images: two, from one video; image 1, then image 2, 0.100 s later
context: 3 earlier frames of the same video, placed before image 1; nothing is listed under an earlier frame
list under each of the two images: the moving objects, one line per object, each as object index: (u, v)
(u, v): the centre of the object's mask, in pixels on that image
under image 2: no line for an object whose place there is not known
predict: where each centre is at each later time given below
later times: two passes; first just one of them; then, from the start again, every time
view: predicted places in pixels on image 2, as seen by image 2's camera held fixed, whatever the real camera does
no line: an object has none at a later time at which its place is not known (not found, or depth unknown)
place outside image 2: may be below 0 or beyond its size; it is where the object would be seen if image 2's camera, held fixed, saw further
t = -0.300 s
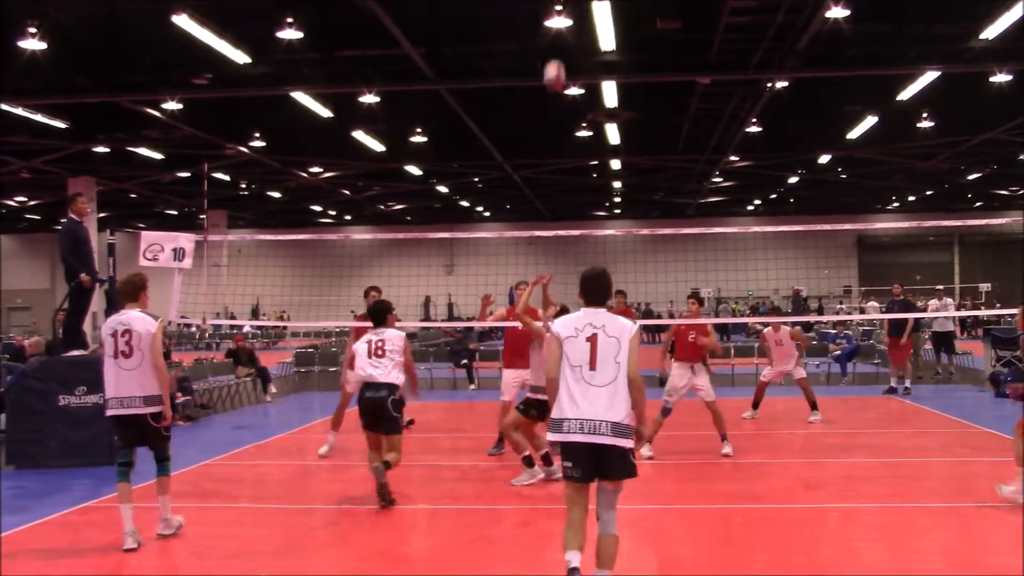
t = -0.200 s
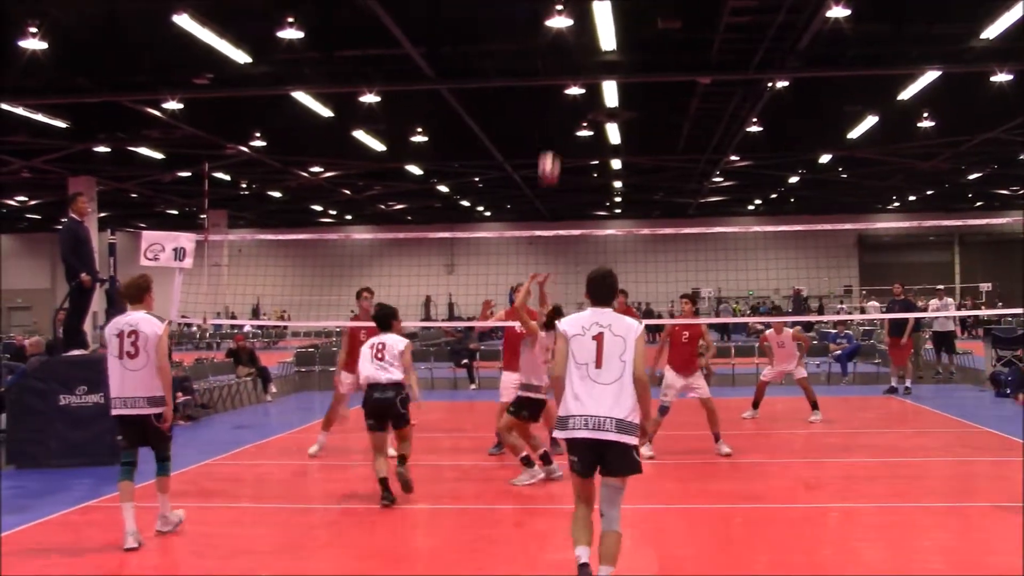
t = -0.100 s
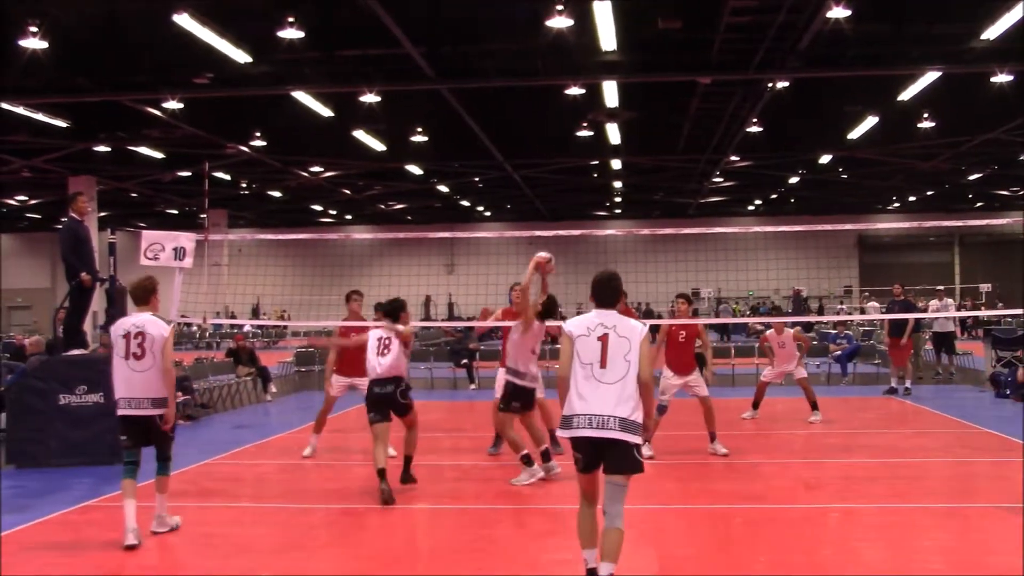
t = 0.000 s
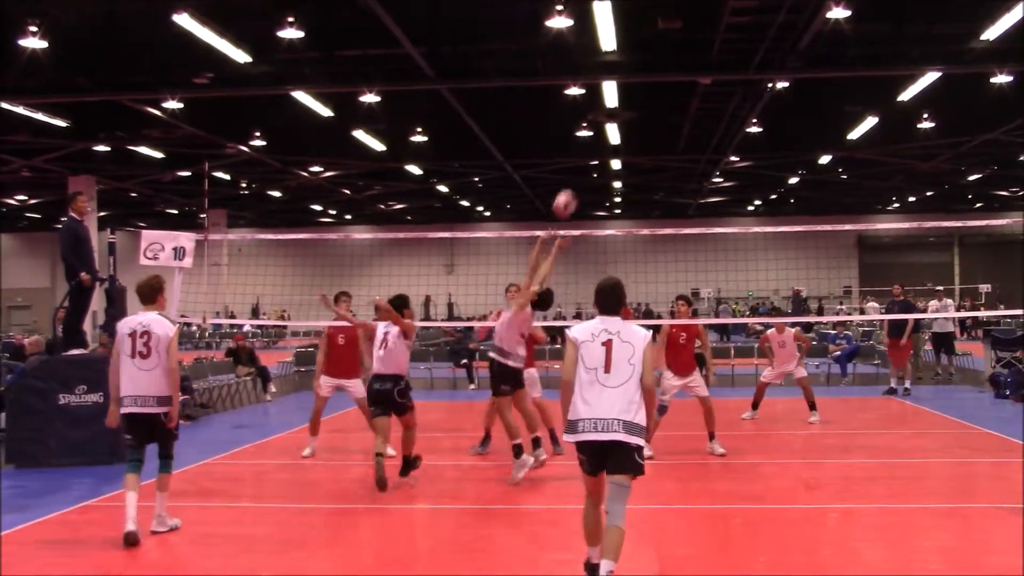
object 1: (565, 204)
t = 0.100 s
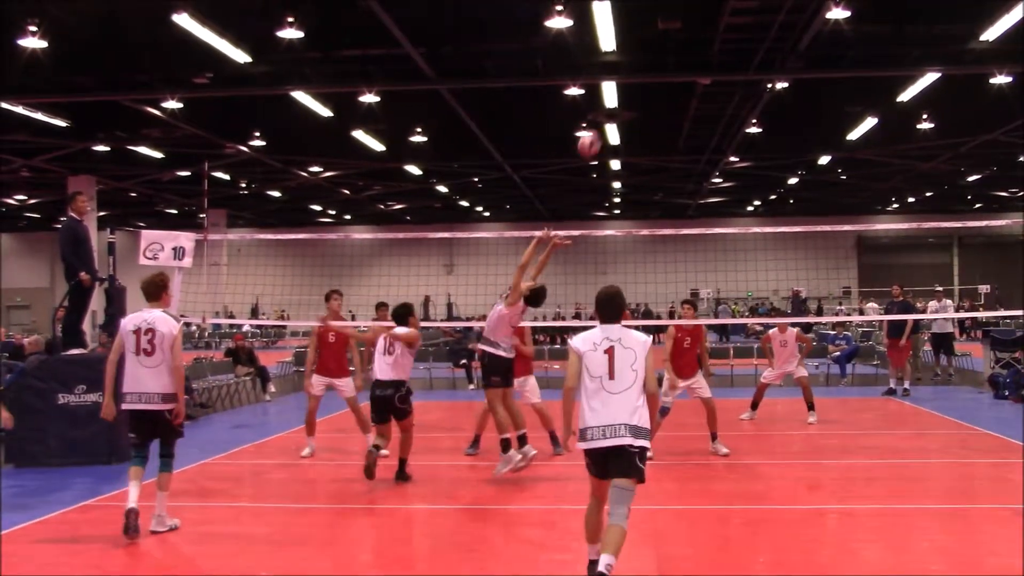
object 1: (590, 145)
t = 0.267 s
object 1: (630, 66)
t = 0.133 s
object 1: (597, 125)
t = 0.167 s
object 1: (605, 112)
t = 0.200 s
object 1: (616, 93)
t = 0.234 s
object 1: (623, 79)
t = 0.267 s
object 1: (630, 66)
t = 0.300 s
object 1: (638, 55)
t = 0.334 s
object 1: (646, 45)
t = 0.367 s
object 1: (654, 35)
